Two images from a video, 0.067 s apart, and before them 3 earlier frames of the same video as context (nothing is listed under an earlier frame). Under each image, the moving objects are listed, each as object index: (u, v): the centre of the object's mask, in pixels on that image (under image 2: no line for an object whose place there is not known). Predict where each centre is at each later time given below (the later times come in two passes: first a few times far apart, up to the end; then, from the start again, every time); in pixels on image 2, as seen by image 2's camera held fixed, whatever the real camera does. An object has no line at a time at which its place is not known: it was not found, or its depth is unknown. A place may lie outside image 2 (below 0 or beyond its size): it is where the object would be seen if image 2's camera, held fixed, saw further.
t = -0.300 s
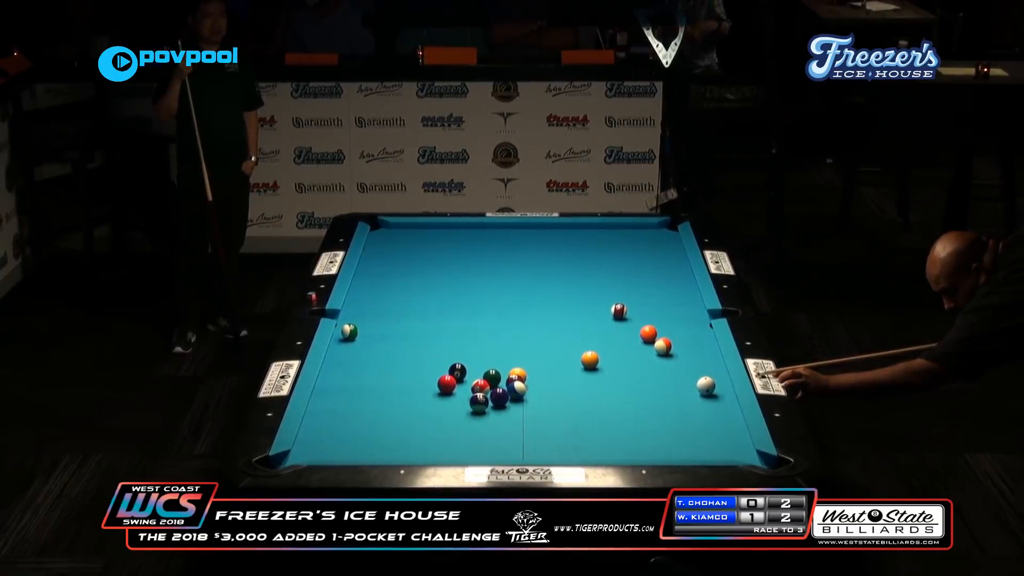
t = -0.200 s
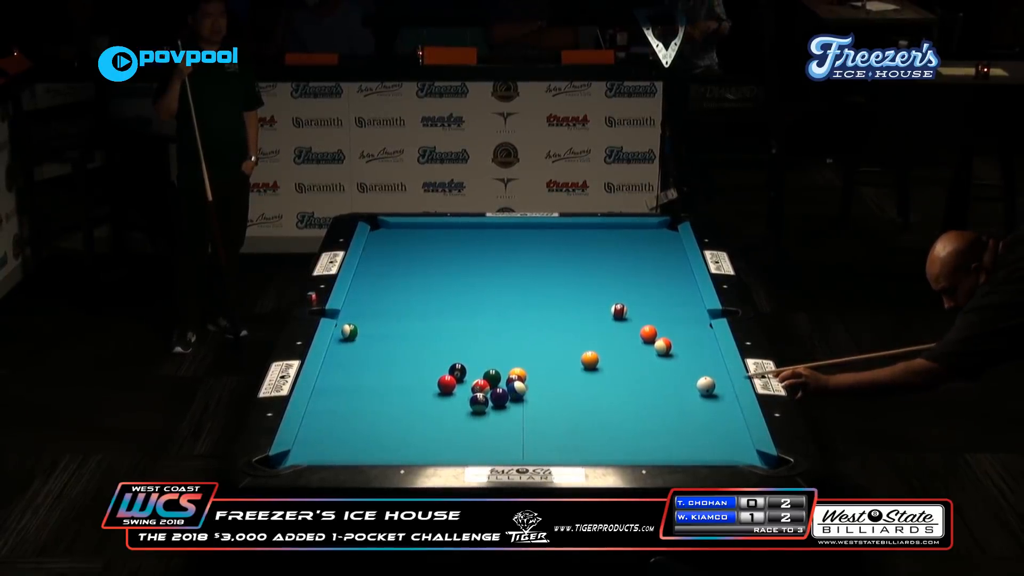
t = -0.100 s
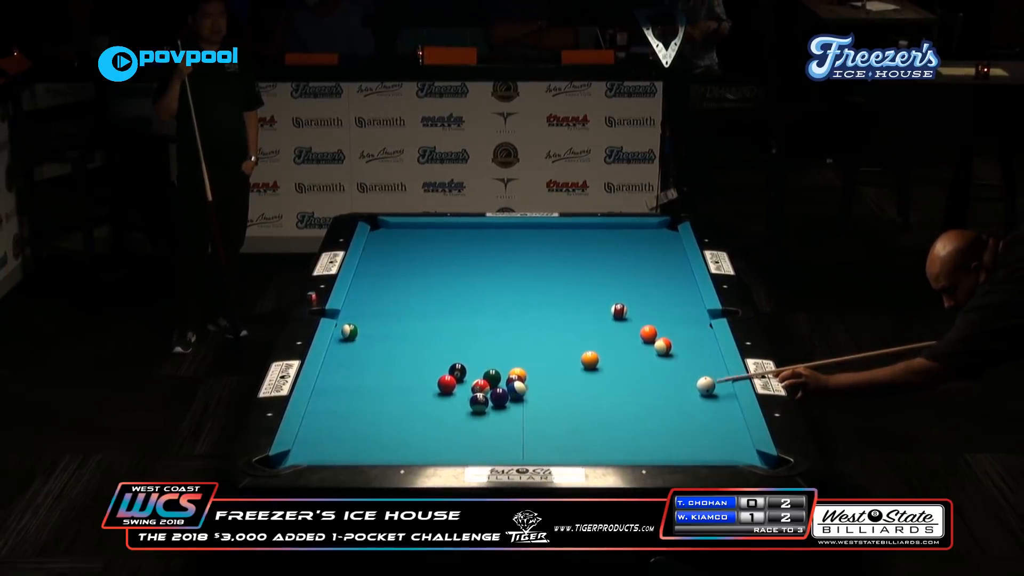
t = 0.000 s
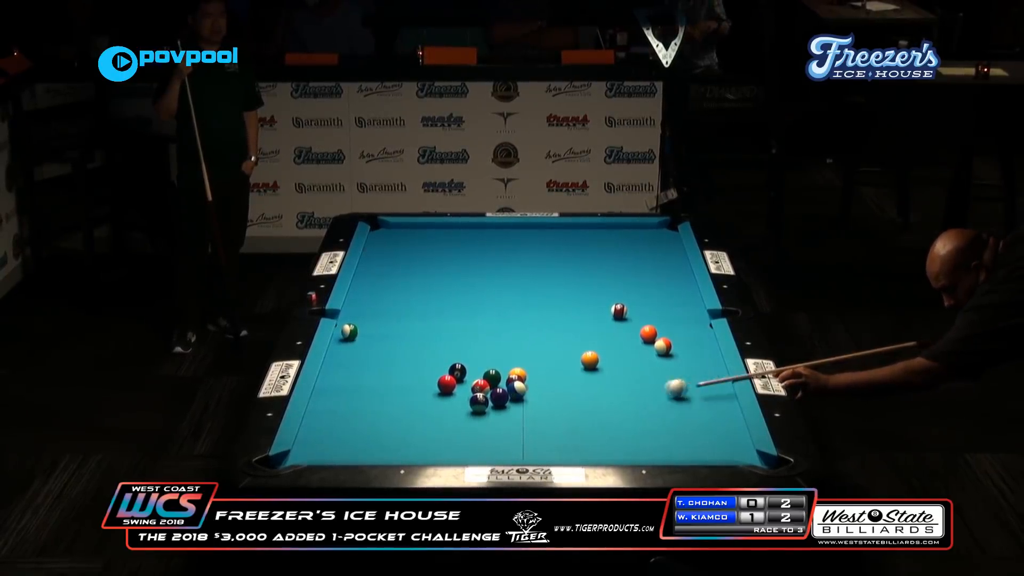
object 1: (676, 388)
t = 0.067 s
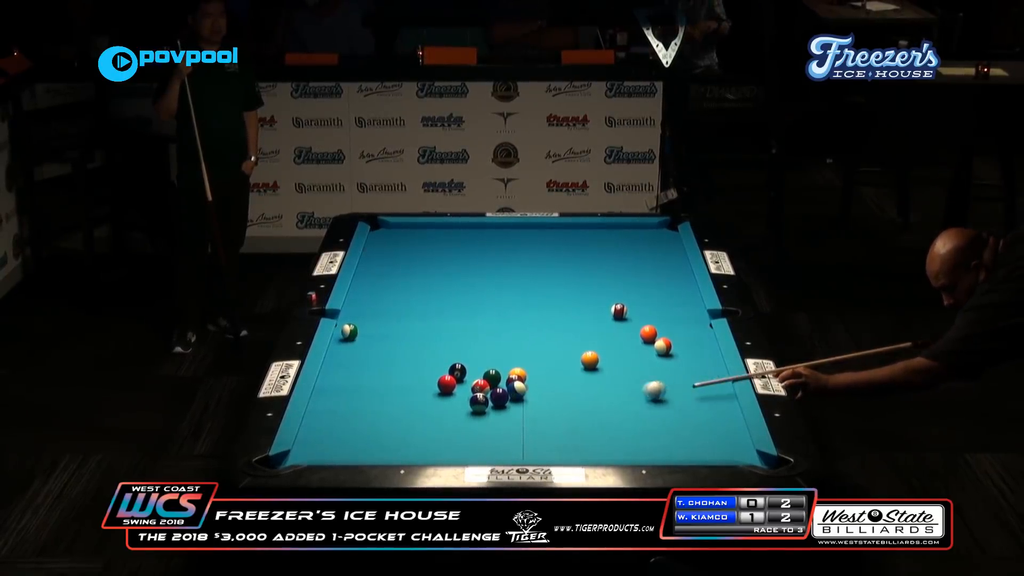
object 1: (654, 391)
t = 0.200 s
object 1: (611, 394)
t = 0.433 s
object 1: (535, 402)
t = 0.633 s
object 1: (491, 410)
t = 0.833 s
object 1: (469, 420)
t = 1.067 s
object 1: (443, 431)
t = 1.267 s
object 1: (422, 441)
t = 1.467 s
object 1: (400, 450)
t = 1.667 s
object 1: (381, 454)
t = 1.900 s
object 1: (371, 451)
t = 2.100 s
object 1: (363, 447)
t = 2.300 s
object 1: (357, 443)
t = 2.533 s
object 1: (350, 438)
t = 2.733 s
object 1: (344, 435)
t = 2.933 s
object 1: (339, 432)
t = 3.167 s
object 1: (335, 429)
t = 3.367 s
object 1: (332, 427)
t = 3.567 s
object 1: (330, 425)
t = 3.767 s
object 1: (328, 423)
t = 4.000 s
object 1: (326, 422)
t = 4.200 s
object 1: (325, 422)
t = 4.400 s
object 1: (325, 422)
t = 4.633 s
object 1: (325, 422)
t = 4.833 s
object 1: (325, 422)
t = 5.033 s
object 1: (325, 422)
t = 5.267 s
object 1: (325, 422)
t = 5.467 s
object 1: (325, 422)
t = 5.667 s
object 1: (325, 422)
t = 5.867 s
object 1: (325, 422)
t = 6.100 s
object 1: (326, 422)
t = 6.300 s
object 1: (326, 421)
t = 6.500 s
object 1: (326, 421)
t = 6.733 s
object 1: (326, 421)
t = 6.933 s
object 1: (326, 421)
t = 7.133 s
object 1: (326, 421)
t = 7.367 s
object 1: (326, 421)
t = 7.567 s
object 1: (326, 421)
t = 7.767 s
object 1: (326, 421)
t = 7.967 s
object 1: (326, 421)
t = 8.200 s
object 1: (327, 421)
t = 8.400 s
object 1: (327, 421)
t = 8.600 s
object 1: (327, 421)
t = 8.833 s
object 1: (327, 421)
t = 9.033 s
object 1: (326, 421)
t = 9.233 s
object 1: (326, 421)
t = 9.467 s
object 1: (326, 421)
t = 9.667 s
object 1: (326, 421)
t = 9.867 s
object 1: (326, 421)
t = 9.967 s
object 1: (326, 421)
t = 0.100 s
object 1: (643, 391)
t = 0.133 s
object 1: (633, 393)
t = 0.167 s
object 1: (621, 393)
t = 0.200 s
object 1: (611, 394)
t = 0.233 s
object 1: (600, 396)
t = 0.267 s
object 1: (589, 397)
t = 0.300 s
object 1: (579, 398)
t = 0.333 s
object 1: (568, 399)
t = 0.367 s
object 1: (557, 400)
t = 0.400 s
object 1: (546, 401)
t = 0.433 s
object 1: (535, 402)
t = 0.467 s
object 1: (524, 403)
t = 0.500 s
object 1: (513, 404)
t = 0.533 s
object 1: (502, 405)
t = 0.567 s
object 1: (497, 407)
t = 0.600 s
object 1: (494, 408)
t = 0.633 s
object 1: (491, 410)
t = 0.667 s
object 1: (487, 411)
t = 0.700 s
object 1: (484, 412)
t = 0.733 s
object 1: (480, 414)
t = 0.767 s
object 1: (476, 415)
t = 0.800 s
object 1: (472, 418)
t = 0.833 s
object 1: (469, 420)
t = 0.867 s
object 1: (465, 421)
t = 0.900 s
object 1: (462, 423)
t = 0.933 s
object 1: (458, 424)
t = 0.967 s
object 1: (454, 426)
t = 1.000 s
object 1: (451, 428)
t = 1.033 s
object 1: (447, 429)
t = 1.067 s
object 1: (443, 431)
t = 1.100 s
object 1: (440, 433)
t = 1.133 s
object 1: (436, 435)
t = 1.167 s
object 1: (432, 437)
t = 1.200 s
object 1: (428, 438)
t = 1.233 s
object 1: (425, 440)
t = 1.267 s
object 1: (422, 441)
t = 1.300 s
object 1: (418, 443)
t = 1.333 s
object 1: (414, 445)
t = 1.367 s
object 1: (411, 447)
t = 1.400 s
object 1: (407, 448)
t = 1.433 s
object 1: (404, 449)
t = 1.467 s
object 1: (400, 450)
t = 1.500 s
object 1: (396, 451)
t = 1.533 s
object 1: (393, 452)
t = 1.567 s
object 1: (389, 452)
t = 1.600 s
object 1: (386, 453)
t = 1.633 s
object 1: (382, 454)
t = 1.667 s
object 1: (381, 454)
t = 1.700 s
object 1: (379, 453)
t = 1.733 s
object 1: (378, 453)
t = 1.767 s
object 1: (376, 452)
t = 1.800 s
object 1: (375, 452)
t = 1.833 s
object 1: (373, 451)
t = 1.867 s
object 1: (372, 451)
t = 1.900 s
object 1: (371, 451)
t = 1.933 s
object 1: (370, 450)
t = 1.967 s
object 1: (369, 450)
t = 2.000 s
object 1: (367, 449)
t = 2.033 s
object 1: (366, 449)
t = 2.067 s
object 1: (365, 448)
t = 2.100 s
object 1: (363, 447)
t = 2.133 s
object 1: (362, 447)
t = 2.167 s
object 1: (361, 446)
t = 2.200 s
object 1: (360, 445)
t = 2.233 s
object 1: (359, 444)
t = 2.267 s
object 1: (358, 443)
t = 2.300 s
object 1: (357, 443)
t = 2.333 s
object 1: (356, 442)
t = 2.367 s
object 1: (355, 442)
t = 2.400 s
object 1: (354, 441)
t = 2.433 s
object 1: (353, 440)
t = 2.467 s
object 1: (351, 439)
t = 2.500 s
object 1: (351, 439)
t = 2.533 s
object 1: (350, 438)
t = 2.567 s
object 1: (348, 438)
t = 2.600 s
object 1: (348, 437)
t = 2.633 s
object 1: (347, 437)
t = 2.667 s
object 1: (346, 436)
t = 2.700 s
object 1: (345, 435)
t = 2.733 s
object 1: (344, 435)
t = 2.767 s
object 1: (343, 435)
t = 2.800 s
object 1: (342, 434)
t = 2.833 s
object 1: (341, 433)
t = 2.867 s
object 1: (341, 433)
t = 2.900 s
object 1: (340, 432)
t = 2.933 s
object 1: (339, 432)
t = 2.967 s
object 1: (339, 432)
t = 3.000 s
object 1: (338, 432)
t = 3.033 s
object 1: (337, 431)
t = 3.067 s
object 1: (337, 430)
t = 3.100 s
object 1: (336, 430)
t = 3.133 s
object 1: (336, 430)
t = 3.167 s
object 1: (335, 429)
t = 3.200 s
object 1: (335, 429)
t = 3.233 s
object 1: (334, 428)
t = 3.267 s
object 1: (334, 428)
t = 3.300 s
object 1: (333, 428)
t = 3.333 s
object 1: (333, 427)
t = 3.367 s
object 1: (332, 427)
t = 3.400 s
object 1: (332, 427)
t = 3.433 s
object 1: (331, 426)
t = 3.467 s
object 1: (331, 426)
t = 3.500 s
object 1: (330, 426)
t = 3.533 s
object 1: (330, 425)
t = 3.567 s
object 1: (330, 425)
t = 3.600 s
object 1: (329, 424)
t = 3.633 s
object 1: (329, 424)
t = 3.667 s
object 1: (328, 424)
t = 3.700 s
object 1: (328, 424)
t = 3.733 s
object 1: (328, 424)
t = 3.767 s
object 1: (328, 423)
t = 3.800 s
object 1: (327, 423)
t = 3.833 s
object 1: (327, 423)
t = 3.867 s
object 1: (327, 423)
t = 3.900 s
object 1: (326, 423)
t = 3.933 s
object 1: (326, 423)
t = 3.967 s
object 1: (326, 422)
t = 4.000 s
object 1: (326, 422)
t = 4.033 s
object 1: (326, 422)
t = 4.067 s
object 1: (325, 422)
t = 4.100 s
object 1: (325, 422)
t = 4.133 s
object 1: (325, 422)
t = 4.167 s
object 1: (325, 422)
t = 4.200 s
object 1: (325, 422)
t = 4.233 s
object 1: (325, 422)
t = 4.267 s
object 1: (325, 422)
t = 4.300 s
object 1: (325, 422)
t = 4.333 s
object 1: (325, 422)
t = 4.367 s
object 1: (325, 422)
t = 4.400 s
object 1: (325, 422)
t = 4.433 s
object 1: (325, 422)
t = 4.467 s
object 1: (325, 422)
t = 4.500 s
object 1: (325, 422)
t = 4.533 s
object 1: (325, 422)
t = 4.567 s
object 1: (325, 422)
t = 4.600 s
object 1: (325, 422)
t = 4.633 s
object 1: (325, 422)
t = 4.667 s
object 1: (325, 422)
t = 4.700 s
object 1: (325, 422)
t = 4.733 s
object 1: (325, 422)
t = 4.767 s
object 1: (325, 422)
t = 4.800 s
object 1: (325, 422)
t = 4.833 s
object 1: (325, 422)
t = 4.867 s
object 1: (325, 422)
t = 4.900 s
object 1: (325, 422)
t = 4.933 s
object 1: (325, 422)
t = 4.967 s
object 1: (325, 422)
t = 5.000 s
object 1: (325, 422)
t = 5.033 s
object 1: (325, 422)
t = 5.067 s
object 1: (325, 422)
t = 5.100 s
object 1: (325, 422)
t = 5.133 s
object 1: (325, 422)
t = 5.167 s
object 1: (325, 422)
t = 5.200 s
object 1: (325, 422)
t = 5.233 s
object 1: (325, 422)
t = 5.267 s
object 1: (325, 422)
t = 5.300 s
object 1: (325, 422)
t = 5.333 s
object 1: (325, 422)
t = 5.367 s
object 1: (325, 422)
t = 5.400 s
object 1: (325, 422)
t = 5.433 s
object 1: (325, 422)
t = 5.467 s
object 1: (325, 422)
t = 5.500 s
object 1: (325, 422)
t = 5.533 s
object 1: (325, 422)
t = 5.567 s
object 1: (325, 422)
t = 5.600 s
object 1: (325, 422)
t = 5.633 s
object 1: (325, 422)
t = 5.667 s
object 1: (325, 422)
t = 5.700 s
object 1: (325, 422)
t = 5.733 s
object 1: (325, 422)
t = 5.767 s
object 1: (325, 422)
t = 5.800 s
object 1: (325, 422)
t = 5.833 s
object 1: (325, 422)
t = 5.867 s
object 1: (325, 422)
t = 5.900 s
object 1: (325, 422)
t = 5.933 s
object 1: (325, 422)
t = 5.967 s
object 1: (326, 422)
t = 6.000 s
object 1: (325, 422)
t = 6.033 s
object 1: (325, 422)
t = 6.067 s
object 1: (326, 422)
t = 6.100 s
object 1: (326, 422)
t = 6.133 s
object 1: (326, 422)
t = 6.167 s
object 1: (326, 422)
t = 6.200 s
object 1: (326, 422)
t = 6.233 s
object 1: (326, 422)
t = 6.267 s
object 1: (326, 421)
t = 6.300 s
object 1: (326, 421)
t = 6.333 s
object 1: (326, 421)
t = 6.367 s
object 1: (326, 421)
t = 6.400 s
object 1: (326, 421)
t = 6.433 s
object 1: (326, 421)
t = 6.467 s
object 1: (326, 421)
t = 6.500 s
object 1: (326, 421)
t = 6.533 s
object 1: (326, 421)
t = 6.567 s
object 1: (326, 421)
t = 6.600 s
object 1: (326, 421)
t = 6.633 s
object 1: (326, 421)
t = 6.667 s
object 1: (326, 421)
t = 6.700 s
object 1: (327, 421)
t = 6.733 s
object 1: (326, 421)
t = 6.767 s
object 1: (327, 421)
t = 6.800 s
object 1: (326, 421)
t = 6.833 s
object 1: (326, 421)
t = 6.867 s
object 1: (326, 421)
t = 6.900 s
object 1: (326, 421)
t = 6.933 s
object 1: (326, 421)
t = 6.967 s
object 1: (326, 421)
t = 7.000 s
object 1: (326, 421)
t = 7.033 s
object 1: (326, 421)
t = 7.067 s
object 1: (326, 421)
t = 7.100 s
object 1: (326, 421)
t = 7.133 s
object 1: (326, 421)
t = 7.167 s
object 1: (326, 421)
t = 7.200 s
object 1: (326, 421)
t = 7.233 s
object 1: (326, 421)
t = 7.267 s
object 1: (326, 421)
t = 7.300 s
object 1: (326, 421)
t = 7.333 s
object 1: (326, 421)
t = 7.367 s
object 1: (326, 421)
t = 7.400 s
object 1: (326, 421)
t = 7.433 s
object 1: (326, 421)
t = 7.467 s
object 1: (326, 421)
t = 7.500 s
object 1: (326, 421)
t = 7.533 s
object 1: (326, 421)
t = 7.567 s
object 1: (326, 421)
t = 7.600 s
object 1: (326, 421)
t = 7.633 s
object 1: (326, 421)
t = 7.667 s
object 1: (326, 421)
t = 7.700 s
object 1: (326, 421)
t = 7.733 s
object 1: (326, 421)
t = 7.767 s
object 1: (326, 421)
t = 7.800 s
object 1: (326, 421)
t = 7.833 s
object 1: (326, 421)
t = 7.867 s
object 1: (326, 421)
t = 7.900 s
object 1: (326, 421)
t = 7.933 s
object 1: (326, 421)
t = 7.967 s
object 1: (326, 421)
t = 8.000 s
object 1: (327, 421)
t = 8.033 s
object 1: (327, 421)
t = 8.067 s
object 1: (327, 421)
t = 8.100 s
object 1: (327, 421)
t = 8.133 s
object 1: (327, 421)
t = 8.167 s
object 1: (327, 421)
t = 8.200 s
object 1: (327, 421)
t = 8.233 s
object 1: (327, 421)
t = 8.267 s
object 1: (327, 421)
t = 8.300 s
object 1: (327, 421)
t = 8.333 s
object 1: (327, 421)
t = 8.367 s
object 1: (327, 421)
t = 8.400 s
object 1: (327, 421)
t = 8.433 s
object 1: (327, 421)
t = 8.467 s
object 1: (327, 421)
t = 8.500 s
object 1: (327, 421)
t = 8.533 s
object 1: (327, 421)
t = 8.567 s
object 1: (327, 421)
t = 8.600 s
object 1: (327, 421)
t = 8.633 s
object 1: (327, 421)
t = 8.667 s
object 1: (327, 421)
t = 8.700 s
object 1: (327, 421)
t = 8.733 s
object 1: (327, 421)
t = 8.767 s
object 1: (327, 421)
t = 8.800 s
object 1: (327, 421)
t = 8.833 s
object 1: (327, 421)
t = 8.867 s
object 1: (327, 421)
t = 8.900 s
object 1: (327, 421)
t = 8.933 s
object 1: (327, 421)
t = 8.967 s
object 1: (327, 421)
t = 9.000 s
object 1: (326, 421)
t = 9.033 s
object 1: (326, 421)
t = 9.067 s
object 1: (326, 421)
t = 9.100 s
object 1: (326, 421)
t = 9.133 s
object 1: (326, 421)
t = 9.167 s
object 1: (326, 421)
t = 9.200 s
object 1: (326, 421)
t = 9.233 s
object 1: (326, 421)
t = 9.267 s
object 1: (326, 421)
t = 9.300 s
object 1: (326, 421)
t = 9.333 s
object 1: (326, 421)
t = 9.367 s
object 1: (326, 421)
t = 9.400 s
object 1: (326, 421)
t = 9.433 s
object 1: (326, 421)
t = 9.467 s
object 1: (326, 421)
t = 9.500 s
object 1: (326, 421)
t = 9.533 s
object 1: (326, 421)
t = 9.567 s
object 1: (326, 421)
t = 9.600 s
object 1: (326, 421)
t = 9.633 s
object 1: (326, 421)
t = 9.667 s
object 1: (326, 421)
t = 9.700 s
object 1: (326, 421)
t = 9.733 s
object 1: (326, 421)
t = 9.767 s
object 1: (326, 421)
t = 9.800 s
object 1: (326, 421)
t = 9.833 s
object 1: (326, 421)
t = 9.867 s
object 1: (326, 421)
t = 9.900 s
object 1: (326, 421)
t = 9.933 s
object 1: (326, 421)
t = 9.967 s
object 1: (326, 421)
